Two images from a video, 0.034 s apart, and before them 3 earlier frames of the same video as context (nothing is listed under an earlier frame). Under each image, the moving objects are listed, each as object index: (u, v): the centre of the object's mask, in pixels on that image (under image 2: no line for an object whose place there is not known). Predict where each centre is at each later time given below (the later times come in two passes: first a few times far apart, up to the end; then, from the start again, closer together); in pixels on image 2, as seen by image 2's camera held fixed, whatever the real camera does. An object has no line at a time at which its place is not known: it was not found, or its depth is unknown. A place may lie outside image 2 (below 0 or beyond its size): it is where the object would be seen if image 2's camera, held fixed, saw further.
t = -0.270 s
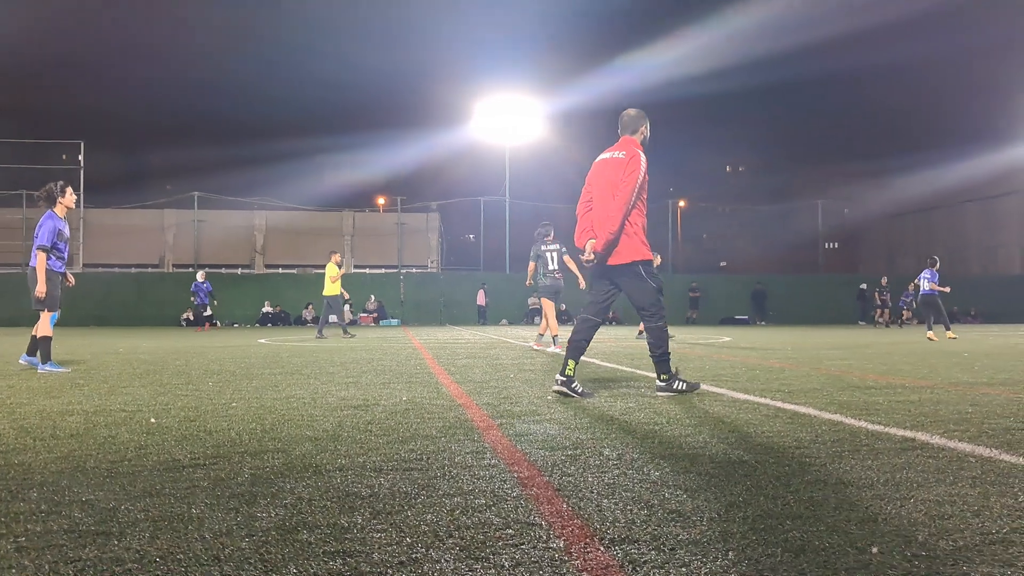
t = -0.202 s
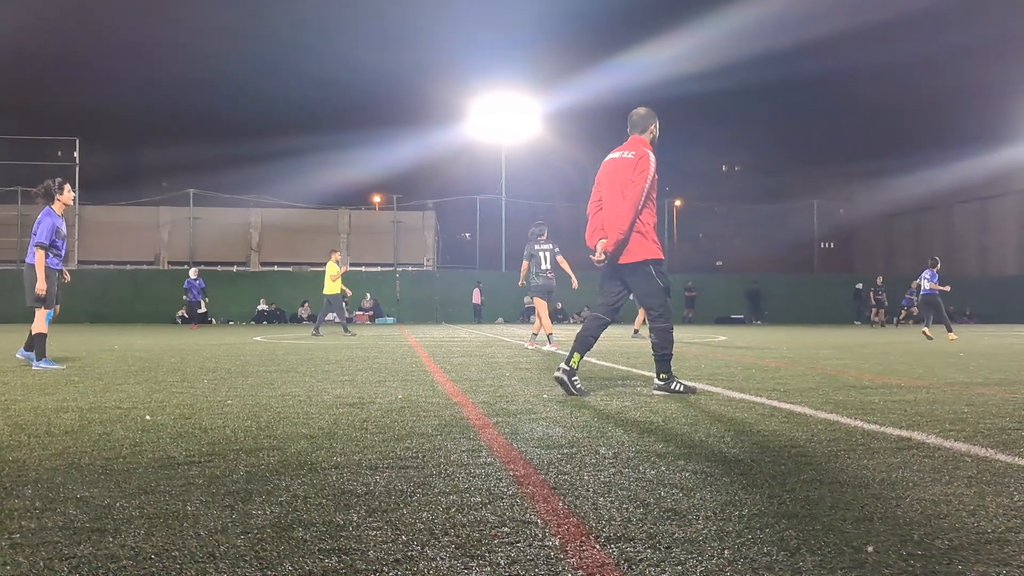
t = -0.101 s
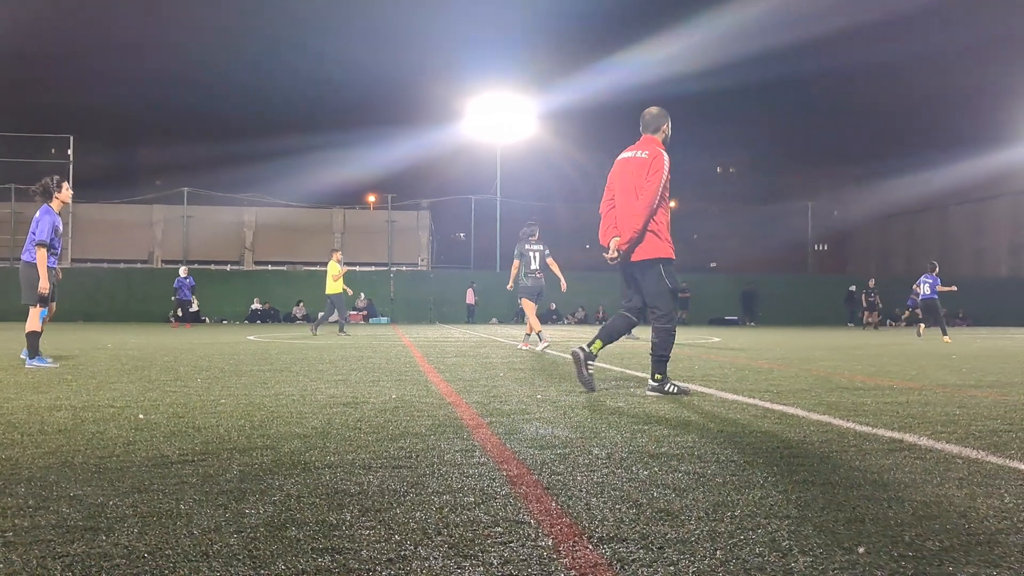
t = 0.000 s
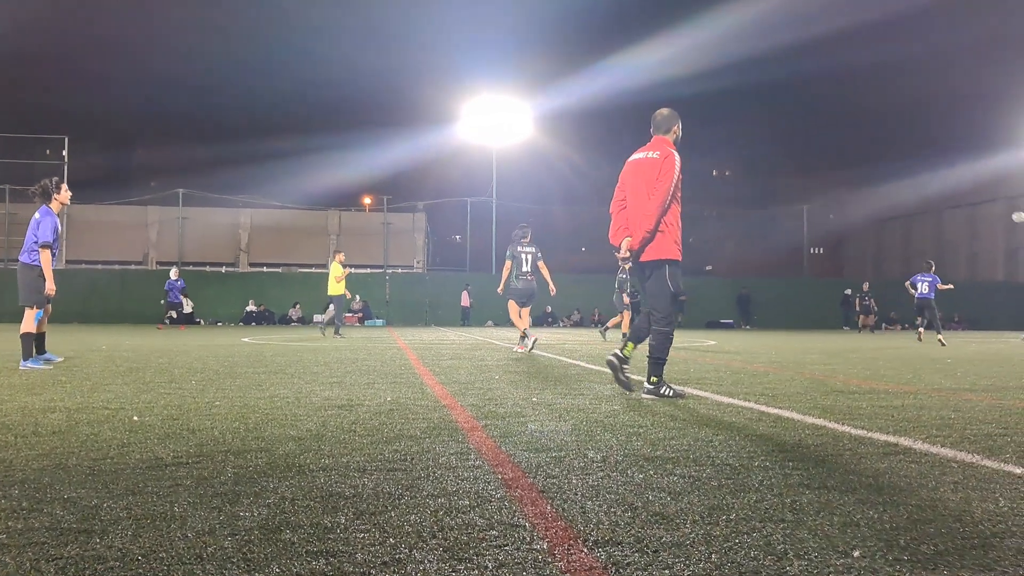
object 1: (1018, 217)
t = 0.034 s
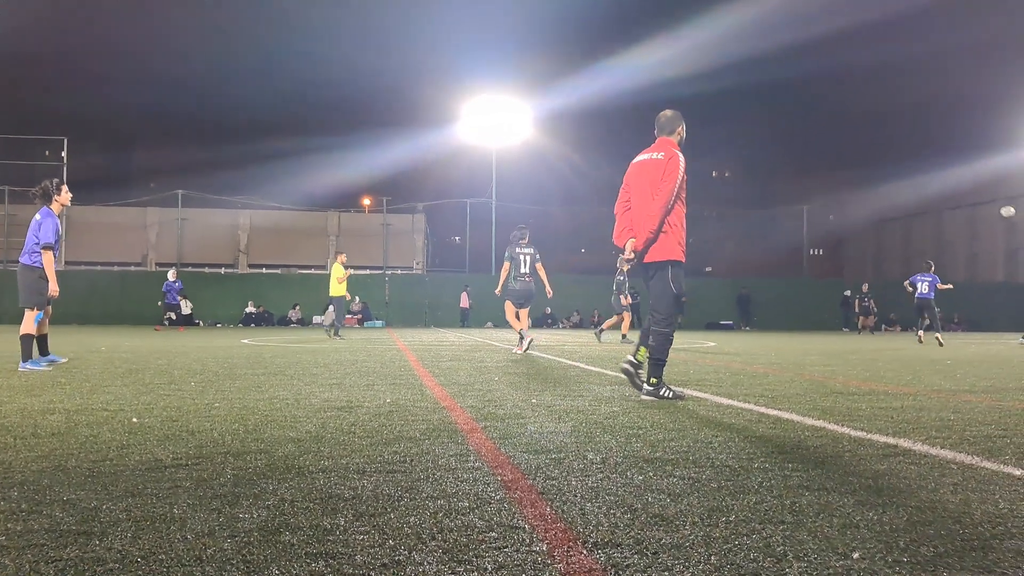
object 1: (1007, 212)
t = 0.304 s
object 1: (917, 167)
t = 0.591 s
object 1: (811, 162)
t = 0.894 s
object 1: (693, 202)
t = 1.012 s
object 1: (640, 235)
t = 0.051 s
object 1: (1002, 208)
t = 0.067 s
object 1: (996, 204)
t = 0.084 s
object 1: (991, 202)
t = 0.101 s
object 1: (985, 198)
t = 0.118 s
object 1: (980, 195)
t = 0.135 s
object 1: (974, 192)
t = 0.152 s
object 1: (968, 190)
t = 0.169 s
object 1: (962, 187)
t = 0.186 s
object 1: (956, 184)
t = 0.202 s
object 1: (952, 182)
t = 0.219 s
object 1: (948, 179)
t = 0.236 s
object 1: (938, 175)
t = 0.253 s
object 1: (933, 172)
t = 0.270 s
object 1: (927, 170)
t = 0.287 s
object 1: (922, 169)
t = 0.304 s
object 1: (917, 167)
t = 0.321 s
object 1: (912, 165)
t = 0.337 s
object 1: (905, 164)
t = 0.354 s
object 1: (898, 163)
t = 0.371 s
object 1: (892, 162)
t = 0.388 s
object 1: (886, 161)
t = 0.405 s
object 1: (880, 160)
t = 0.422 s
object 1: (873, 160)
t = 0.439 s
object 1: (867, 160)
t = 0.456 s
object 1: (861, 160)
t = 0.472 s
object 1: (855, 159)
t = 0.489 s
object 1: (849, 159)
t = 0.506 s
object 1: (843, 159)
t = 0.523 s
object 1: (837, 159)
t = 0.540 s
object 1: (830, 160)
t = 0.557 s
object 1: (824, 160)
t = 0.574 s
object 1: (818, 161)
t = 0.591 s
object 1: (811, 162)
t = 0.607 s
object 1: (805, 163)
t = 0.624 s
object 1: (799, 164)
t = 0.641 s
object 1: (792, 165)
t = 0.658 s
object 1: (786, 166)
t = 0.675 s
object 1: (785, 165)
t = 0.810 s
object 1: (725, 186)
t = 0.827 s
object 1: (720, 189)
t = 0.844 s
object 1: (713, 192)
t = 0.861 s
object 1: (706, 195)
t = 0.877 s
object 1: (699, 198)
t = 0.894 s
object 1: (693, 202)
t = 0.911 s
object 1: (686, 205)
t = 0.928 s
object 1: (679, 209)
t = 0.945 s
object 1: (672, 213)
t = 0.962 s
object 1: (665, 218)
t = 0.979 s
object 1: (659, 222)
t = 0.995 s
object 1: (652, 226)
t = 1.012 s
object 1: (640, 235)
